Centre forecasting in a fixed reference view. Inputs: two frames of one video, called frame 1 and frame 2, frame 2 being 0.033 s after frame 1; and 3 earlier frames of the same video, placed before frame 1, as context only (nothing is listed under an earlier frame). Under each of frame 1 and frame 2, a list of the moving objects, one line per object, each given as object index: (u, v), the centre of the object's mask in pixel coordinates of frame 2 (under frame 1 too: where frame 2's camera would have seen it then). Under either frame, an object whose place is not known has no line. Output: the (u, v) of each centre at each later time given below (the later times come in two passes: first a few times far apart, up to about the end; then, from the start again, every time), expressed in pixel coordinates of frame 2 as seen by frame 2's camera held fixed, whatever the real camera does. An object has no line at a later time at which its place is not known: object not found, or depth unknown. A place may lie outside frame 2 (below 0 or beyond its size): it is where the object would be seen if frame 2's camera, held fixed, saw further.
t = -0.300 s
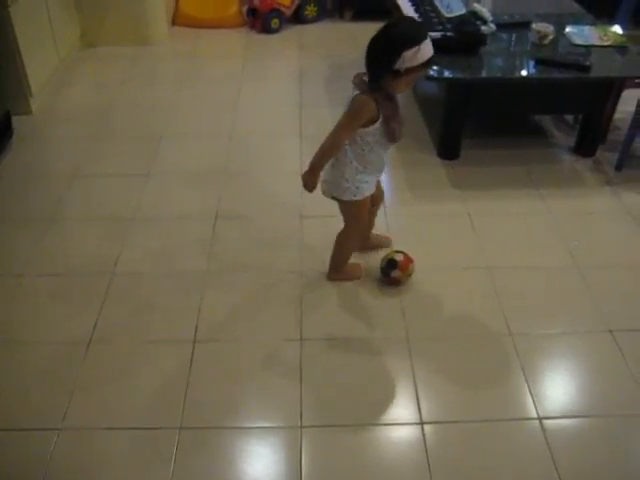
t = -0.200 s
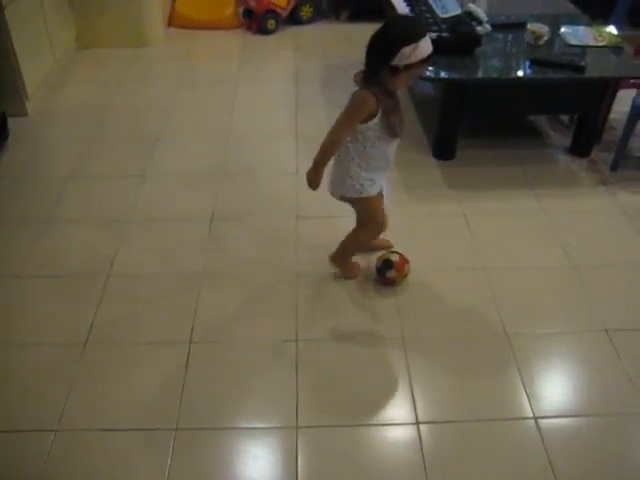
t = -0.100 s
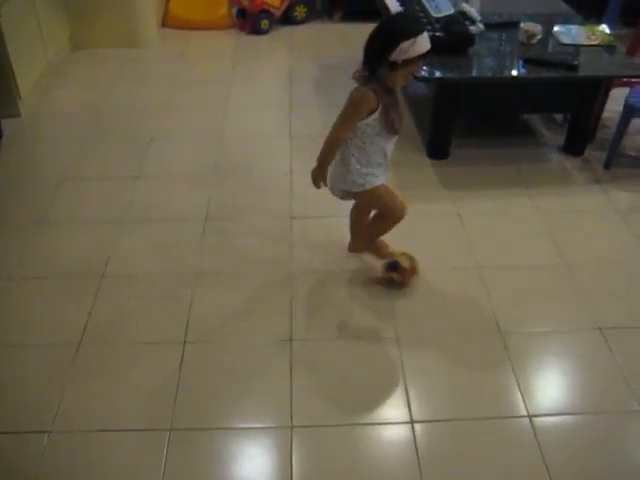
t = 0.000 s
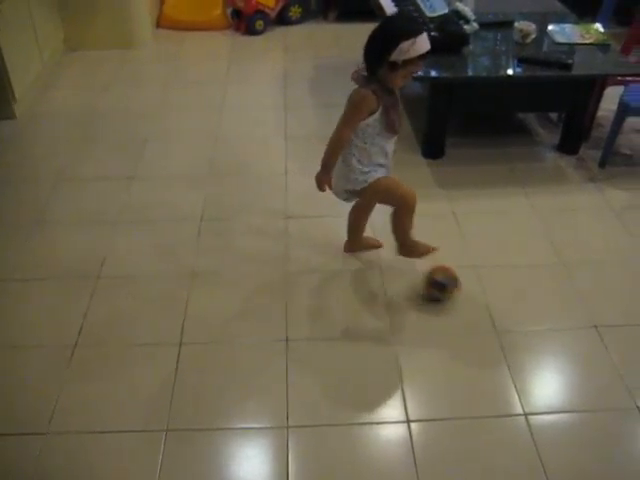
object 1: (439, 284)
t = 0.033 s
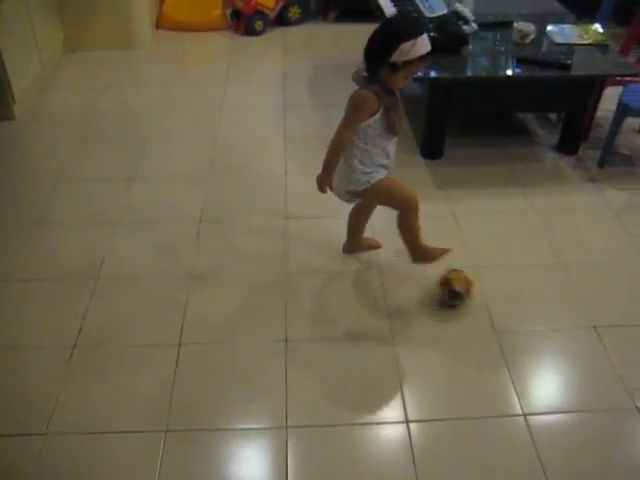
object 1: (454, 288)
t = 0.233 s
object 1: (534, 319)
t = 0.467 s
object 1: (628, 354)
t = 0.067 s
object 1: (468, 294)
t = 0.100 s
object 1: (481, 299)
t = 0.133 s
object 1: (494, 304)
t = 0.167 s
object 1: (508, 308)
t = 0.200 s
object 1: (522, 313)
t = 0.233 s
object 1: (534, 319)
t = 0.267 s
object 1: (549, 322)
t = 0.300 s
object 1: (563, 326)
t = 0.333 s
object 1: (576, 333)
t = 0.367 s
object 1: (591, 337)
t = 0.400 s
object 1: (604, 343)
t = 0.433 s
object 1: (614, 349)
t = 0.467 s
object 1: (628, 354)
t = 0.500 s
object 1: (638, 361)
